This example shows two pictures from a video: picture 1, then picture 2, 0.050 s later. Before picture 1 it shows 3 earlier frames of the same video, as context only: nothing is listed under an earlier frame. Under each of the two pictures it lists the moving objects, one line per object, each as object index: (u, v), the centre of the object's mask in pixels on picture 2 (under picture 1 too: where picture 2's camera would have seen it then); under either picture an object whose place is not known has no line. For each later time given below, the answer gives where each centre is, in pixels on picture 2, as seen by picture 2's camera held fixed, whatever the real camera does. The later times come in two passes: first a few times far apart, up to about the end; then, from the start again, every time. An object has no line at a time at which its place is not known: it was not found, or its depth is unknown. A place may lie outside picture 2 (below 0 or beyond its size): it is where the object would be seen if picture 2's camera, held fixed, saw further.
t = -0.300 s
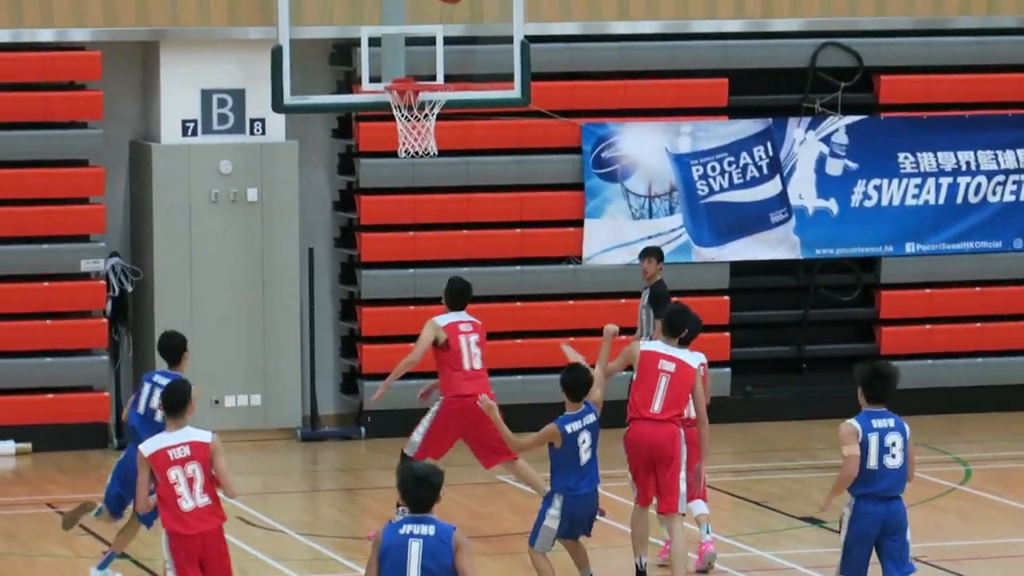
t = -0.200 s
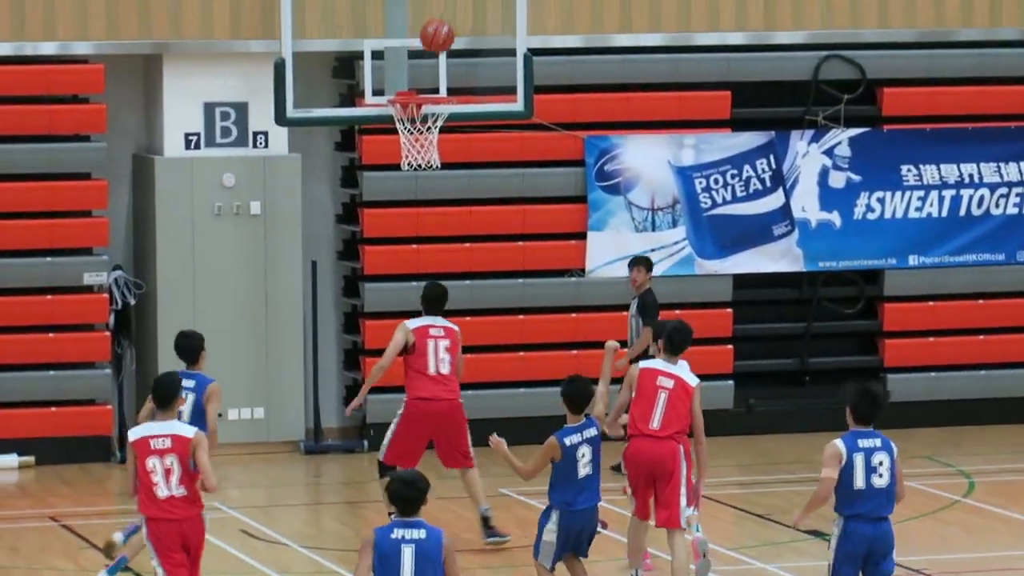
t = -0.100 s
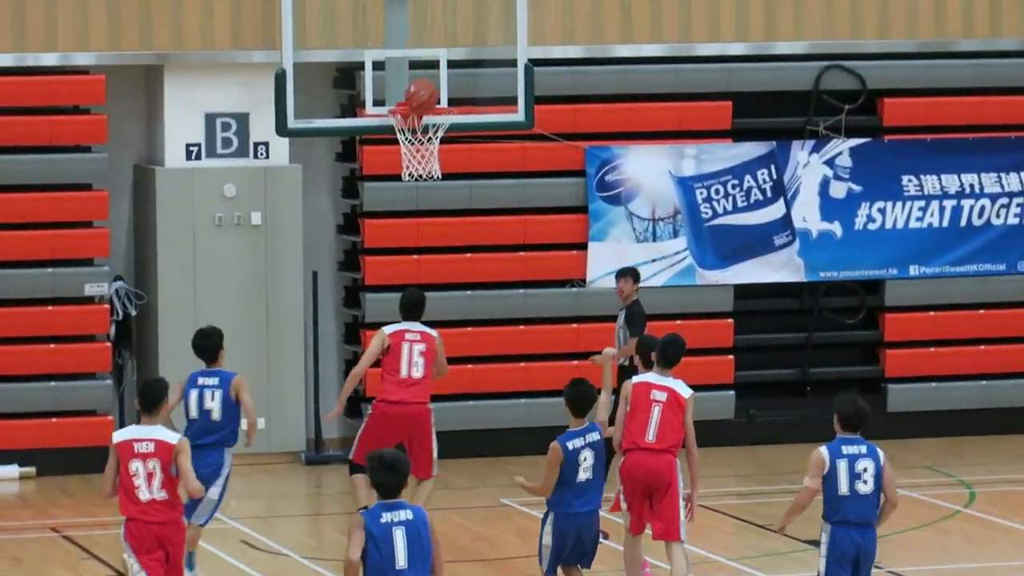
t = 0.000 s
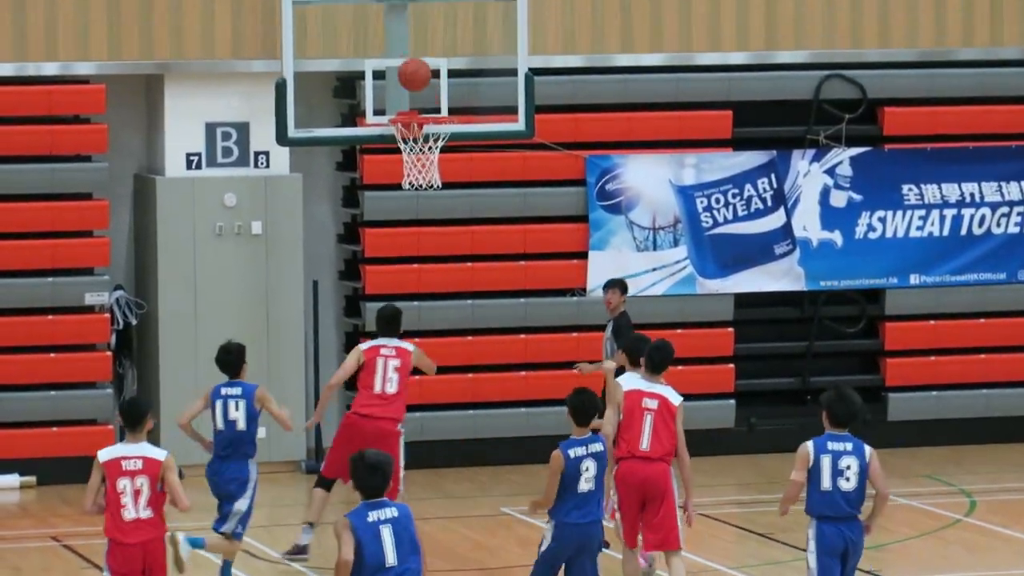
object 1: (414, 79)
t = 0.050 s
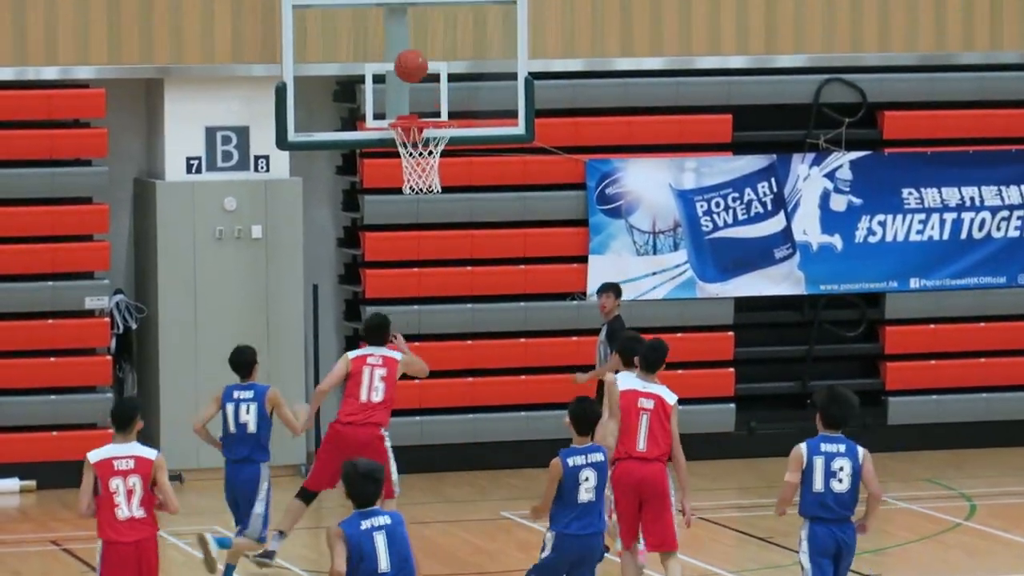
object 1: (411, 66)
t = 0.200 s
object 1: (401, 46)
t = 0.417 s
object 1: (386, 73)
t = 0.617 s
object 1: (386, 100)
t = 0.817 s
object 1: (373, 84)
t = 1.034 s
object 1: (359, 128)
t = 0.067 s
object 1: (409, 61)
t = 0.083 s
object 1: (408, 58)
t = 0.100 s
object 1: (407, 55)
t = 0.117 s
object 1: (406, 53)
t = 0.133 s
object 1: (405, 51)
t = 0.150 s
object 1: (404, 49)
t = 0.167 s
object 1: (403, 48)
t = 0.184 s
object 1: (402, 47)
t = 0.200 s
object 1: (401, 46)
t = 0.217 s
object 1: (399, 46)
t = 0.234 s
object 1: (398, 46)
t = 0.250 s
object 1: (397, 46)
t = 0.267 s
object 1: (396, 47)
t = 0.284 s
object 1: (395, 48)
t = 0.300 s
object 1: (394, 50)
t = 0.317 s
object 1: (393, 52)
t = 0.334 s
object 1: (392, 55)
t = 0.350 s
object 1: (391, 57)
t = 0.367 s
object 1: (390, 60)
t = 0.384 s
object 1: (389, 64)
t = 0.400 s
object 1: (387, 68)
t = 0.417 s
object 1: (386, 73)
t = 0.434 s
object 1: (386, 73)
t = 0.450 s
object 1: (387, 75)
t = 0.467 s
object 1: (387, 77)
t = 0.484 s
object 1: (387, 80)
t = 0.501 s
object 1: (387, 83)
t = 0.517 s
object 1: (387, 86)
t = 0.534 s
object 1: (387, 89)
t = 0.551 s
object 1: (387, 93)
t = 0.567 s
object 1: (387, 98)
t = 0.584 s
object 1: (387, 102)
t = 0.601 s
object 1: (387, 103)
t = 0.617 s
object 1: (386, 100)
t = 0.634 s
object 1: (385, 96)
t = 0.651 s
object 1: (384, 93)
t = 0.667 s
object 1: (382, 90)
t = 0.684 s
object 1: (381, 88)
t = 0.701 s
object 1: (380, 86)
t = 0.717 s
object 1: (379, 85)
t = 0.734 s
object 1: (378, 84)
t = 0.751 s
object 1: (377, 83)
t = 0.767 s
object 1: (376, 83)
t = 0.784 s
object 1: (375, 83)
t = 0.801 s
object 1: (374, 84)
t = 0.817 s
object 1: (373, 84)
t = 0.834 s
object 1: (372, 85)
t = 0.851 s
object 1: (371, 87)
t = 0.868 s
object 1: (370, 89)
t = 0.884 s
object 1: (369, 91)
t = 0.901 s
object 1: (368, 94)
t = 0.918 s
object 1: (366, 97)
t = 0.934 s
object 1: (366, 100)
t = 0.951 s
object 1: (365, 104)
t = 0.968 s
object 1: (363, 109)
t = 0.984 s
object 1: (363, 113)
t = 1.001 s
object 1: (361, 117)
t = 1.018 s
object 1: (360, 122)
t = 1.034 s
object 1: (359, 128)
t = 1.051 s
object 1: (358, 134)
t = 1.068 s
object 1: (358, 140)
